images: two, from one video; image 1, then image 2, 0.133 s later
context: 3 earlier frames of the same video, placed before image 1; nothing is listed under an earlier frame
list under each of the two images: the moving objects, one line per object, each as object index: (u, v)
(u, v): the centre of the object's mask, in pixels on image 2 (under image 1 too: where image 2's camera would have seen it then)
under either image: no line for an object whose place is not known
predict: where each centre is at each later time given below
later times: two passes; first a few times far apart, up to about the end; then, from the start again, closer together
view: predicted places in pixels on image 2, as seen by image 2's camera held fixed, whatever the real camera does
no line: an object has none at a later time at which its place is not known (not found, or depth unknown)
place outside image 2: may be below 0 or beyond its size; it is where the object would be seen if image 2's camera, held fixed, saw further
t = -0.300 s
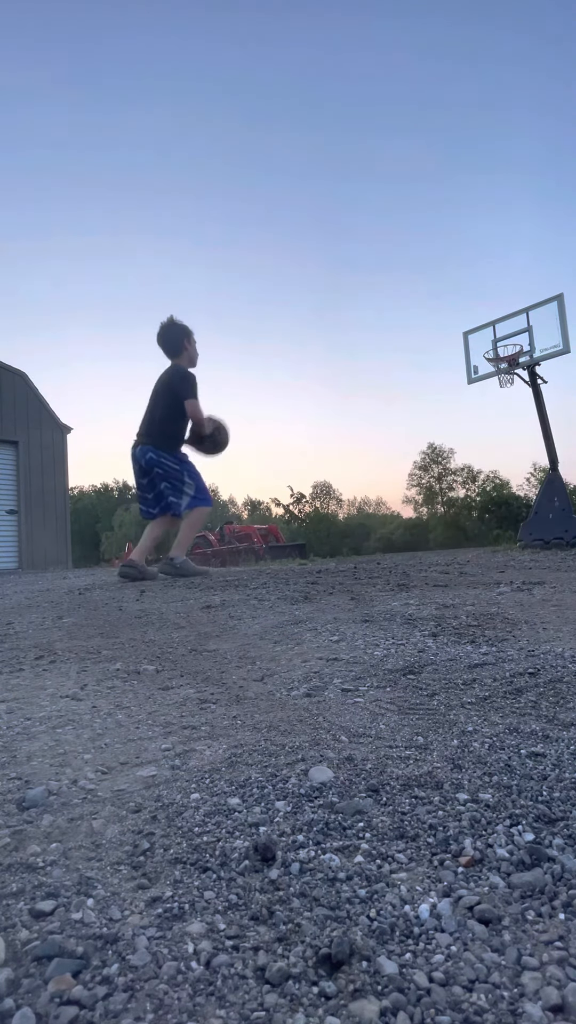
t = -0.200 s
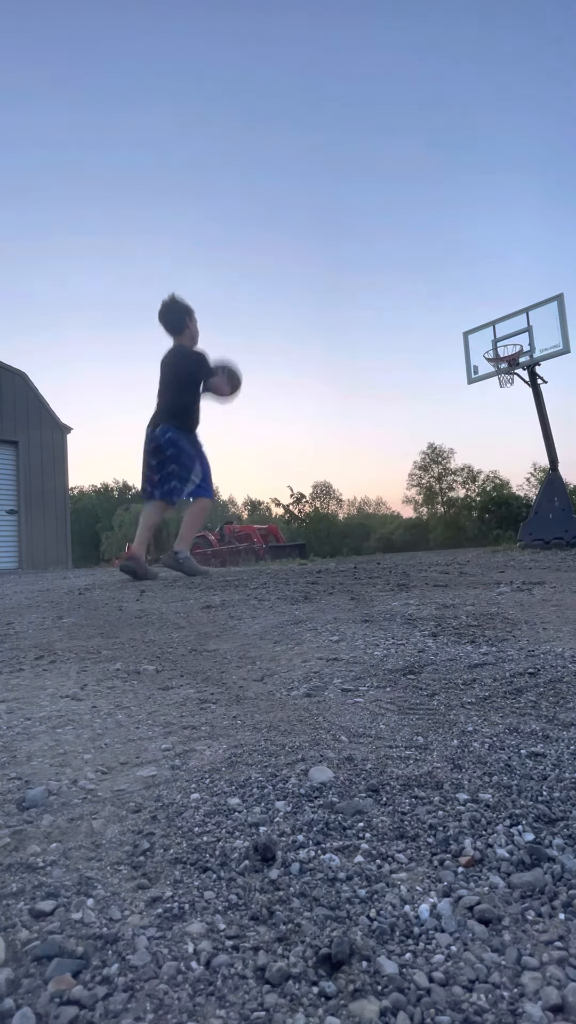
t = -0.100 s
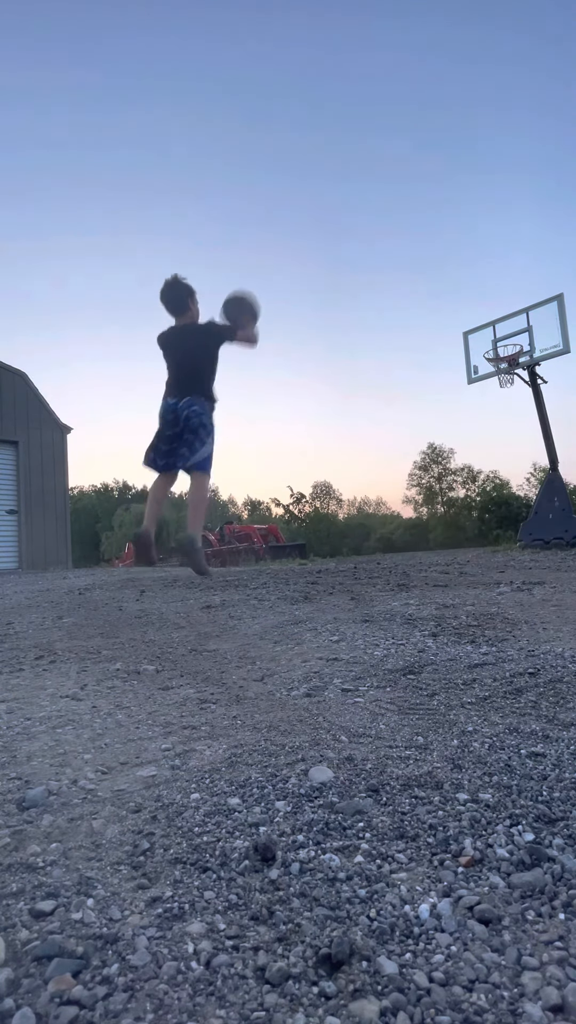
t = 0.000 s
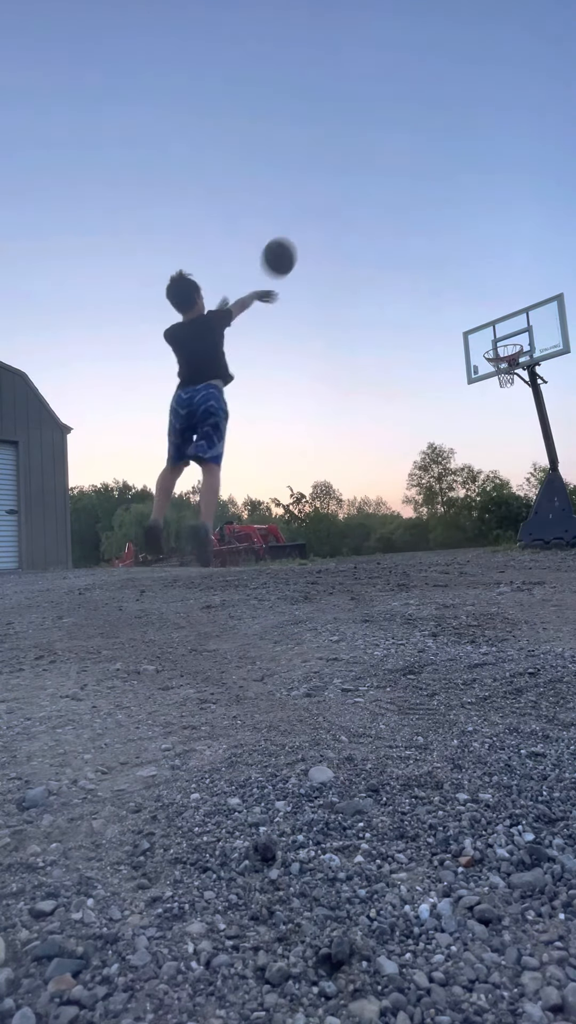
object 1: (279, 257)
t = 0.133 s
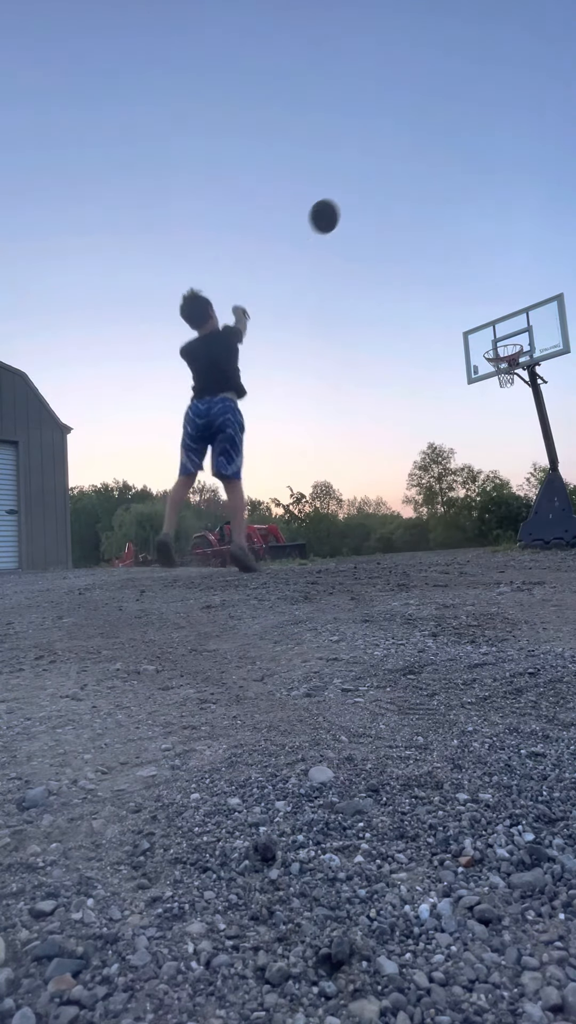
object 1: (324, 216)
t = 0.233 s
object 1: (352, 203)
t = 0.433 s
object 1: (400, 207)
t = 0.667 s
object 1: (446, 247)
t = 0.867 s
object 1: (481, 305)
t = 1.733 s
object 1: (514, 541)
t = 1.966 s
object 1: (501, 476)
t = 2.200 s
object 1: (496, 453)
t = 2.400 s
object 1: (495, 468)
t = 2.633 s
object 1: (499, 523)
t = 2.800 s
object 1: (499, 523)
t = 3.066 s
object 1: (496, 497)
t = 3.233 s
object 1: (497, 505)
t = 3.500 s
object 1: (502, 539)
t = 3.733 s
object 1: (497, 524)
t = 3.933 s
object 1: (497, 544)
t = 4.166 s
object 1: (496, 539)
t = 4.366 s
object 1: (496, 544)
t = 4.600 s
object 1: (494, 546)
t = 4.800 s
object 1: (491, 548)
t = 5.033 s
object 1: (491, 548)
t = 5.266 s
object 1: (491, 548)
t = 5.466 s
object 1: (491, 548)
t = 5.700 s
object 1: (491, 548)
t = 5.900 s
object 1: (491, 548)
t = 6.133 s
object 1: (491, 548)
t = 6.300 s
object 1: (491, 548)
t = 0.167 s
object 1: (334, 210)
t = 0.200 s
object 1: (343, 206)
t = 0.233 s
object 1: (352, 203)
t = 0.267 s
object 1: (361, 201)
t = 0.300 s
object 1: (369, 200)
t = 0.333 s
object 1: (377, 201)
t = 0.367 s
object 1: (385, 202)
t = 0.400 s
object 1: (393, 204)
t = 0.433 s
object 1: (400, 207)
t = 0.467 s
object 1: (407, 210)
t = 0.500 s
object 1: (414, 215)
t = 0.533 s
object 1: (421, 220)
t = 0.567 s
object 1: (427, 226)
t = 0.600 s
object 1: (433, 232)
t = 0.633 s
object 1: (440, 240)
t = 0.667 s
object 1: (446, 247)
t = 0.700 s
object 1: (452, 256)
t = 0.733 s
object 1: (458, 265)
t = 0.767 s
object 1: (464, 274)
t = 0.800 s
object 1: (470, 284)
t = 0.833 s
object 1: (475, 294)
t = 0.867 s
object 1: (481, 305)
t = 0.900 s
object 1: (487, 316)
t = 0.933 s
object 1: (492, 328)
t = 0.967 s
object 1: (498, 340)
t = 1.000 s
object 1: (504, 353)
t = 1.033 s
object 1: (506, 362)
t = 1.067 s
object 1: (506, 367)
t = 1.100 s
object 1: (505, 373)
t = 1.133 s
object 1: (505, 375)
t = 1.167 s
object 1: (504, 377)
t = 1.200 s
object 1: (504, 381)
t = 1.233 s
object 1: (504, 386)
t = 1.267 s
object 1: (504, 390)
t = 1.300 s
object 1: (504, 396)
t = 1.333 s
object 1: (504, 404)
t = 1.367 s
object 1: (504, 411)
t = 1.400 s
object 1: (505, 420)
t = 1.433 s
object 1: (505, 430)
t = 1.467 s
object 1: (506, 440)
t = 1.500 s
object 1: (506, 452)
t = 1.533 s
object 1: (508, 464)
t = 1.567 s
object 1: (508, 478)
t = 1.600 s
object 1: (511, 490)
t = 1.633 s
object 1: (512, 506)
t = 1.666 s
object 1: (513, 523)
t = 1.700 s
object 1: (514, 541)
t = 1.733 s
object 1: (514, 541)
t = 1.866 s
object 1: (505, 499)
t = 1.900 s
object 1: (505, 489)
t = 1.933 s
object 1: (503, 482)
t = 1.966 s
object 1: (501, 476)
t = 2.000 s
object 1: (500, 469)
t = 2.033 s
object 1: (499, 464)
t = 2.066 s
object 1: (498, 460)
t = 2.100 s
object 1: (497, 457)
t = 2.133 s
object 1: (497, 455)
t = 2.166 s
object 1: (496, 454)
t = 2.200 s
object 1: (496, 453)
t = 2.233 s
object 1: (495, 453)
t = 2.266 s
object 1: (495, 455)
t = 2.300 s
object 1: (495, 457)
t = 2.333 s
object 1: (495, 460)
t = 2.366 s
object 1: (495, 463)
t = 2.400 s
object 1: (495, 468)
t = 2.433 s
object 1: (496, 474)
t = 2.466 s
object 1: (496, 480)
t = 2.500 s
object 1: (496, 487)
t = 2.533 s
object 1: (499, 495)
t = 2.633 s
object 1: (499, 523)
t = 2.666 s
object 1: (501, 536)
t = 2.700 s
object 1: (502, 547)
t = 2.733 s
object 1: (502, 540)
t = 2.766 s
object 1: (500, 532)
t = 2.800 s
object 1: (499, 523)
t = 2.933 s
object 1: (496, 501)
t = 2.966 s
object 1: (497, 499)
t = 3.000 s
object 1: (496, 497)
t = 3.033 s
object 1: (496, 497)
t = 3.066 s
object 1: (496, 497)
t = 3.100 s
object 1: (496, 497)
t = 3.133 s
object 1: (496, 498)
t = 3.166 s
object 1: (496, 499)
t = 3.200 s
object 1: (497, 502)
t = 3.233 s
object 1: (497, 505)
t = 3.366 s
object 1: (501, 528)
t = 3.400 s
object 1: (503, 537)
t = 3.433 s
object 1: (505, 546)
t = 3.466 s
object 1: (504, 544)
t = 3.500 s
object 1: (502, 539)
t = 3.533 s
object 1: (501, 535)
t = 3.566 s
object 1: (500, 530)
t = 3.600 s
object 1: (500, 527)
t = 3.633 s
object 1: (499, 525)
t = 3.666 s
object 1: (498, 524)
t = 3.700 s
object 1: (498, 524)
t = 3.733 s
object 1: (497, 524)
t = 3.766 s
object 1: (497, 525)
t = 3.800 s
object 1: (496, 528)
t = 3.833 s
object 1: (496, 530)
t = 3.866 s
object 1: (496, 534)
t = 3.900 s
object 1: (497, 539)
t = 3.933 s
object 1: (497, 544)
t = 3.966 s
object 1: (497, 547)
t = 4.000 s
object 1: (497, 544)
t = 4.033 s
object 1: (497, 542)
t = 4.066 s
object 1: (496, 540)
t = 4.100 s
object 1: (496, 539)
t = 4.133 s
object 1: (496, 539)
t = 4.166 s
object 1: (496, 539)
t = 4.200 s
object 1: (496, 540)
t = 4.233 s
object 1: (496, 542)
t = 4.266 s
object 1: (497, 545)
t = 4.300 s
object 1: (497, 547)
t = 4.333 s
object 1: (497, 545)
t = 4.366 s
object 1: (496, 544)
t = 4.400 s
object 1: (496, 544)
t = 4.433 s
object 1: (496, 544)
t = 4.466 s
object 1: (495, 546)
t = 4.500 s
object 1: (495, 548)
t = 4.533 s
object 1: (494, 547)
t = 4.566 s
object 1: (494, 546)
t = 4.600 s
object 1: (494, 546)
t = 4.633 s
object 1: (493, 547)
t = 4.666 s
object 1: (493, 547)
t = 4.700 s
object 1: (492, 547)
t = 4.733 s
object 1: (492, 548)
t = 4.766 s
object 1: (491, 548)
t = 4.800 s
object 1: (491, 548)
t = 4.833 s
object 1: (490, 548)
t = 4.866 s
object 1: (490, 548)
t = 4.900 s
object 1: (490, 548)
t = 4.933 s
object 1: (491, 548)
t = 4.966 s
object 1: (491, 548)
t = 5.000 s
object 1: (491, 548)
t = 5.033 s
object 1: (491, 548)
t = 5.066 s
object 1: (491, 548)
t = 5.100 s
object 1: (491, 548)
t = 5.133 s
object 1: (491, 548)
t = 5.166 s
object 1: (491, 548)
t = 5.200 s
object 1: (491, 548)
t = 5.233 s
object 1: (491, 548)
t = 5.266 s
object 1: (491, 548)
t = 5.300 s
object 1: (491, 548)
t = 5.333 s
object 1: (491, 548)
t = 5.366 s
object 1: (491, 548)
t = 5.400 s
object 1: (491, 548)
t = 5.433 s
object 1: (491, 548)
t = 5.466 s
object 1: (491, 548)
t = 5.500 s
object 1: (491, 548)
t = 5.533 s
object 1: (491, 548)
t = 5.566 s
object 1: (491, 548)
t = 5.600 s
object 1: (491, 548)
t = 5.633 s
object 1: (491, 548)
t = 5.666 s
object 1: (491, 548)
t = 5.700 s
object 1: (491, 548)
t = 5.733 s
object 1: (491, 548)
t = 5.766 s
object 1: (494, 546)
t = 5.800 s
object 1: (495, 545)
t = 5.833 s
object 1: (491, 548)
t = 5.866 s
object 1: (491, 548)
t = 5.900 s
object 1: (491, 548)
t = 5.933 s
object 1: (491, 548)
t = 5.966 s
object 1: (491, 548)
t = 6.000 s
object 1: (491, 548)
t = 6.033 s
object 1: (491, 548)
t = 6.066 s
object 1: (491, 548)
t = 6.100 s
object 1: (491, 548)
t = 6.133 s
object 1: (491, 548)
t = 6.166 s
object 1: (491, 548)
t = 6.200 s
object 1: (491, 548)
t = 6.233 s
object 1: (491, 548)
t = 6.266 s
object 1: (491, 548)
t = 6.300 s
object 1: (491, 548)
